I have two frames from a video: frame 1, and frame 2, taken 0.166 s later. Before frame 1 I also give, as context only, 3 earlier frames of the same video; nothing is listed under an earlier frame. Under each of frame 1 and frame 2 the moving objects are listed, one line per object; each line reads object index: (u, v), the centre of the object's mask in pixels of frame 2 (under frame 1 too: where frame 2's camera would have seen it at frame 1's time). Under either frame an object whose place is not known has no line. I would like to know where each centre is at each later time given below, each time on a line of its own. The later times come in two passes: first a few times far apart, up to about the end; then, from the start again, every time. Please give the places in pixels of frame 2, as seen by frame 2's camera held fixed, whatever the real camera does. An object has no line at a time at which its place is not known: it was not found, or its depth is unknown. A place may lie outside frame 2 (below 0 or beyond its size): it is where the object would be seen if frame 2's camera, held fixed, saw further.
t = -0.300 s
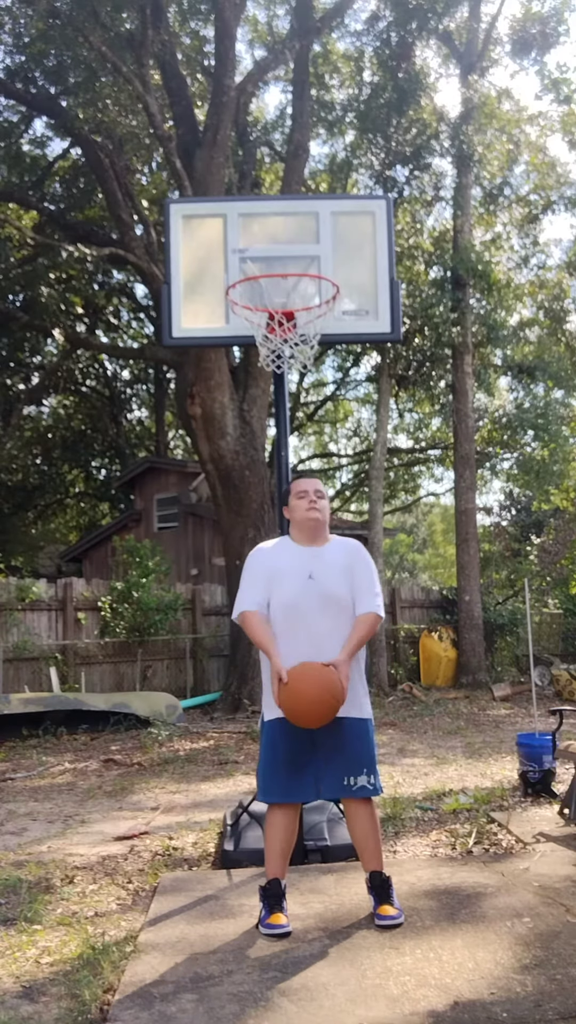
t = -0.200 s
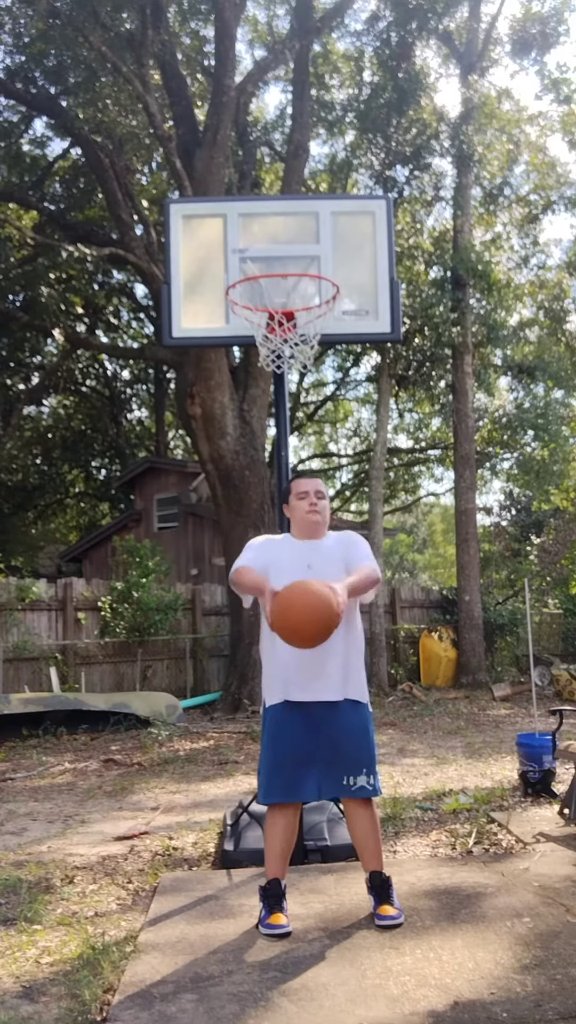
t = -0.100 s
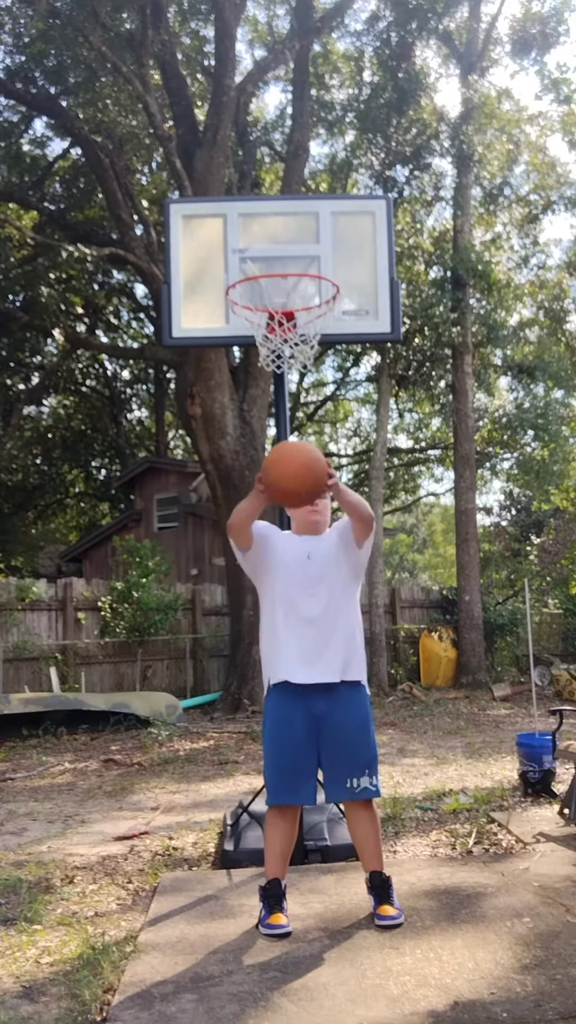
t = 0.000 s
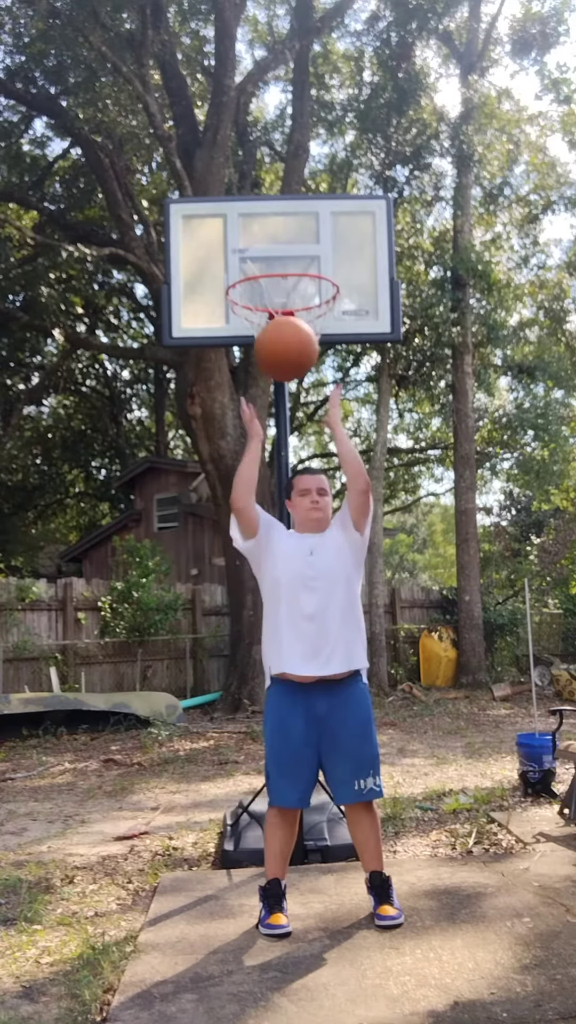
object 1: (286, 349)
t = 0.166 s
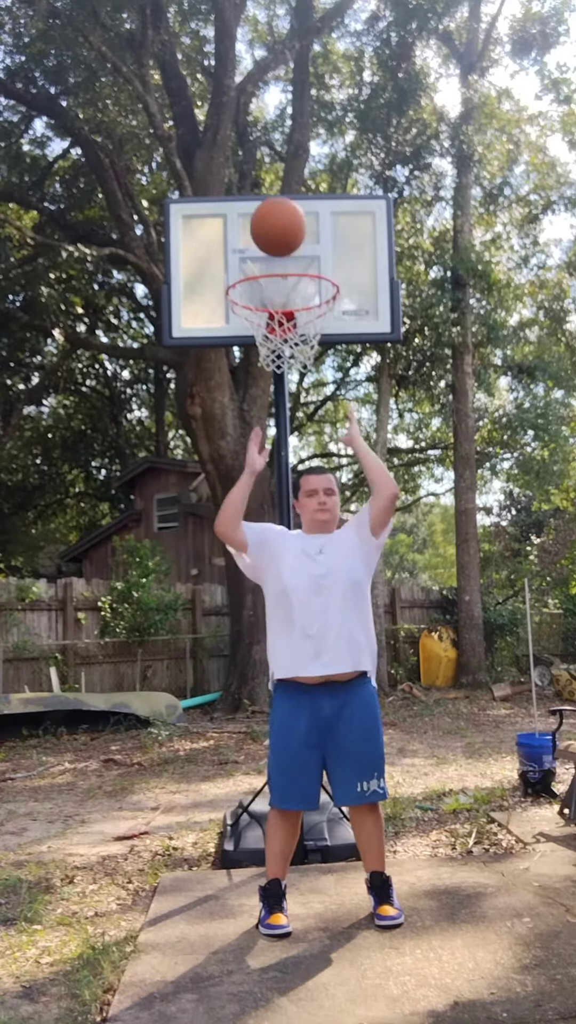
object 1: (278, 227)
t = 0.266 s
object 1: (276, 193)
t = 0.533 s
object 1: (271, 173)
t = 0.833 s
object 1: (268, 259)
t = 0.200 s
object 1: (278, 213)
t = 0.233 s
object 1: (277, 201)
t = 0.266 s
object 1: (276, 193)
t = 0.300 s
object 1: (276, 187)
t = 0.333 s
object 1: (275, 184)
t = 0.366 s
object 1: (275, 183)
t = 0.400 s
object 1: (274, 185)
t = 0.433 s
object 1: (273, 183)
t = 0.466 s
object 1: (272, 177)
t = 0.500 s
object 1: (271, 174)
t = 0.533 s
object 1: (271, 173)
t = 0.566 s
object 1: (271, 173)
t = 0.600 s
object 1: (270, 174)
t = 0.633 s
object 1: (269, 179)
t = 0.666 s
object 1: (269, 187)
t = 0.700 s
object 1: (268, 196)
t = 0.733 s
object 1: (268, 209)
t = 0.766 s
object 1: (268, 223)
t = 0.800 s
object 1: (268, 241)
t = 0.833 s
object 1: (268, 259)
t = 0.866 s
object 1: (268, 281)
